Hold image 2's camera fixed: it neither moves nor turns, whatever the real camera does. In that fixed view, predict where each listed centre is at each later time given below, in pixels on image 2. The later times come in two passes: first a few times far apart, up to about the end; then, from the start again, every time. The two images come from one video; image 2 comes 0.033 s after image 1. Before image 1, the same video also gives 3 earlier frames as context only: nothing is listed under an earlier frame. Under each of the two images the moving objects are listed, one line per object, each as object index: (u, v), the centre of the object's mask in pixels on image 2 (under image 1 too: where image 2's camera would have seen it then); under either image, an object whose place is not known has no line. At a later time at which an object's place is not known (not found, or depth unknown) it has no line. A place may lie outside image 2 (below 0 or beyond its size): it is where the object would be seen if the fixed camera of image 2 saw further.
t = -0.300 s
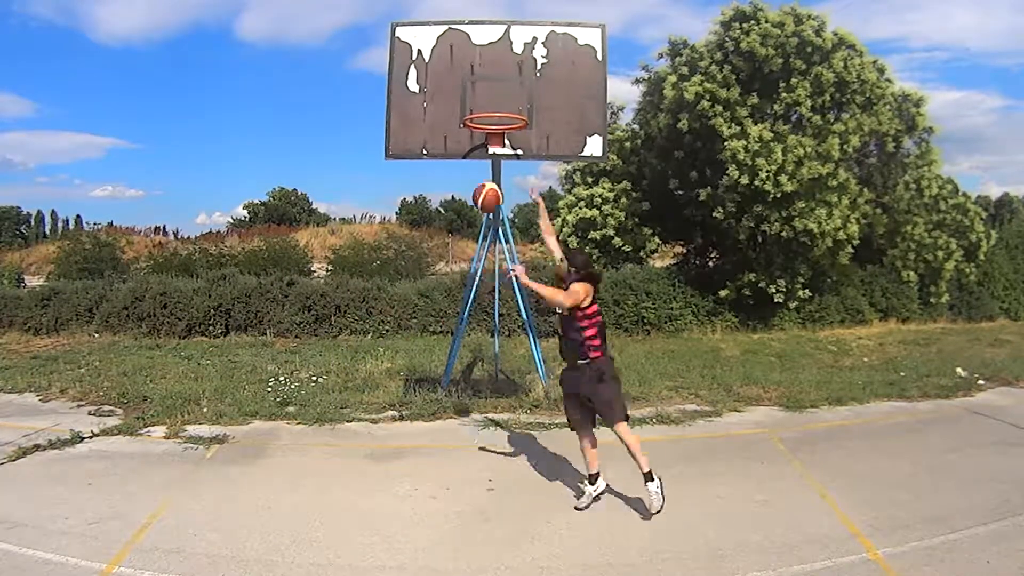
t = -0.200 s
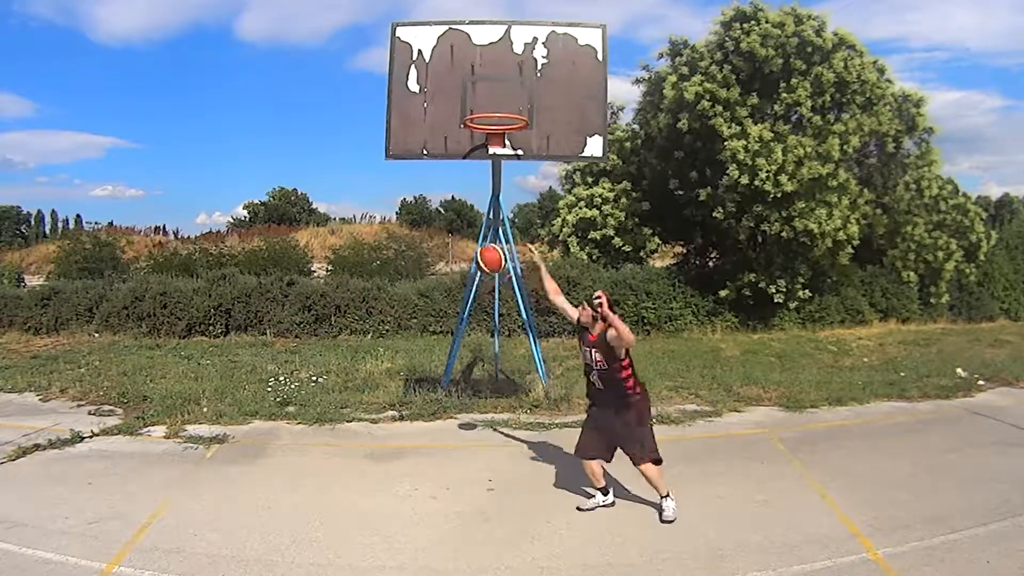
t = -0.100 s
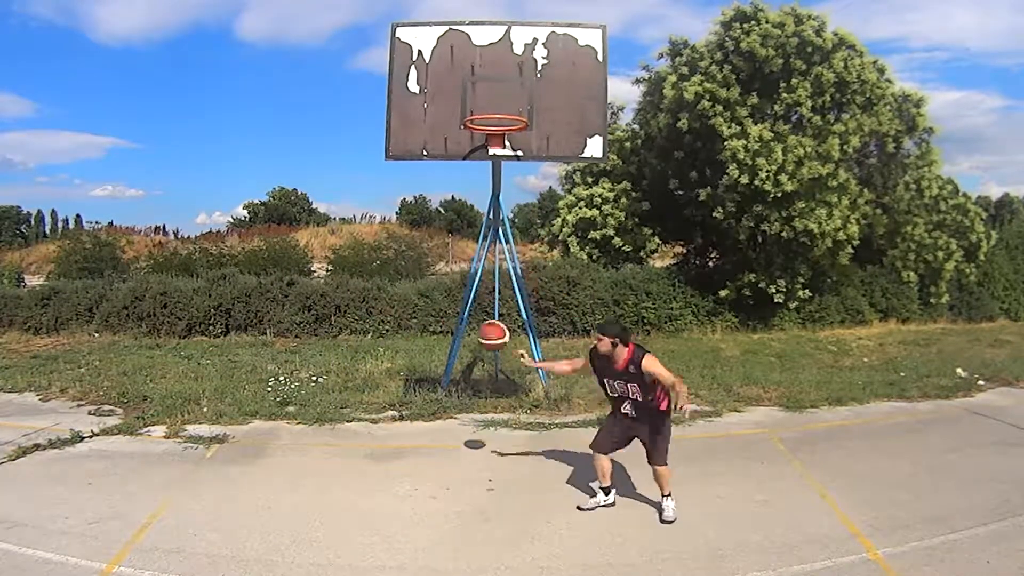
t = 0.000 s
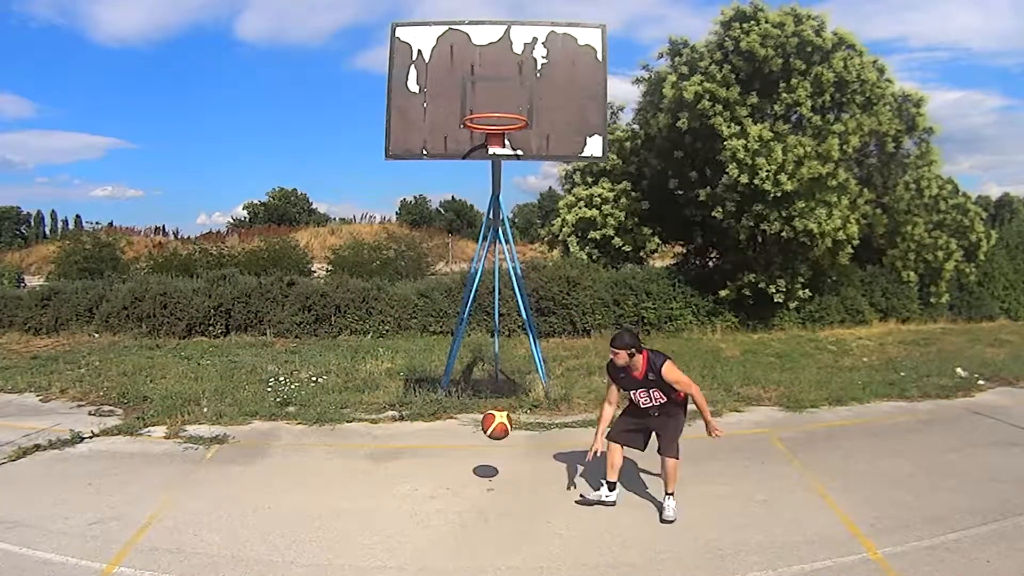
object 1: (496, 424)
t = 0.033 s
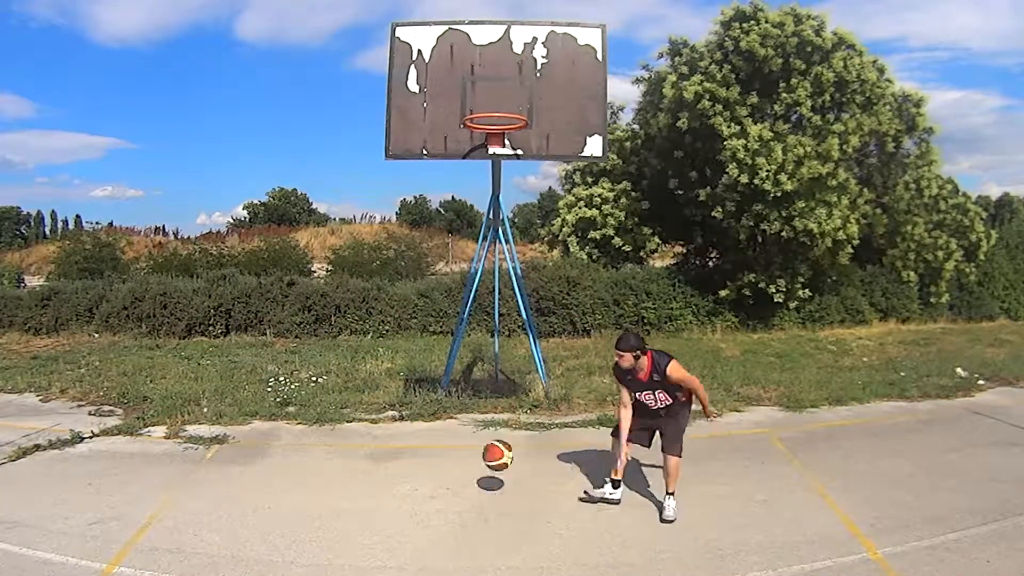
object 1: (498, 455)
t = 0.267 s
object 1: (518, 382)
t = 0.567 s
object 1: (557, 272)
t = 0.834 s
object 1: (596, 276)
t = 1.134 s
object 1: (645, 408)
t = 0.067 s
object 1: (499, 488)
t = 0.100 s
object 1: (502, 484)
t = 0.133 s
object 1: (505, 462)
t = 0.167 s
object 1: (508, 440)
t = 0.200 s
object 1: (511, 420)
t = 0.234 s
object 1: (514, 400)
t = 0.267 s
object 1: (518, 382)
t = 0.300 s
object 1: (523, 364)
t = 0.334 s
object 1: (527, 348)
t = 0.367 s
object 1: (531, 333)
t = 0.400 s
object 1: (534, 319)
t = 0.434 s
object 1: (540, 307)
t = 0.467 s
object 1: (544, 295)
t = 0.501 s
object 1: (548, 286)
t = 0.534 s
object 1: (553, 279)
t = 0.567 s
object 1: (557, 272)
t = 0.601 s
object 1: (562, 267)
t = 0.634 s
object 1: (567, 263)
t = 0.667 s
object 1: (571, 262)
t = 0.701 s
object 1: (577, 261)
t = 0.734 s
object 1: (581, 262)
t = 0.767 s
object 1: (588, 264)
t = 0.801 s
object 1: (592, 268)
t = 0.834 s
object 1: (596, 276)
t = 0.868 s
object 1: (603, 283)
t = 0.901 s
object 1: (607, 293)
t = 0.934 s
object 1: (613, 304)
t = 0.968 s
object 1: (618, 317)
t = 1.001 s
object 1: (623, 332)
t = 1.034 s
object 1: (629, 349)
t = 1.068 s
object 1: (634, 367)
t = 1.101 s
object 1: (639, 386)
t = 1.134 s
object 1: (645, 408)
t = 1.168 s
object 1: (648, 430)
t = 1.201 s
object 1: (654, 453)
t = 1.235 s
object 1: (658, 478)
